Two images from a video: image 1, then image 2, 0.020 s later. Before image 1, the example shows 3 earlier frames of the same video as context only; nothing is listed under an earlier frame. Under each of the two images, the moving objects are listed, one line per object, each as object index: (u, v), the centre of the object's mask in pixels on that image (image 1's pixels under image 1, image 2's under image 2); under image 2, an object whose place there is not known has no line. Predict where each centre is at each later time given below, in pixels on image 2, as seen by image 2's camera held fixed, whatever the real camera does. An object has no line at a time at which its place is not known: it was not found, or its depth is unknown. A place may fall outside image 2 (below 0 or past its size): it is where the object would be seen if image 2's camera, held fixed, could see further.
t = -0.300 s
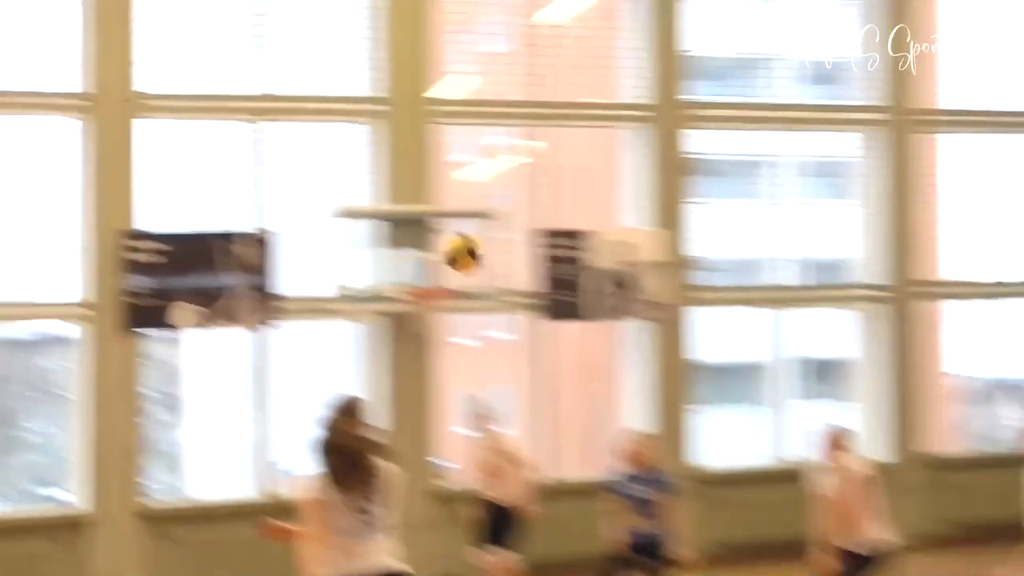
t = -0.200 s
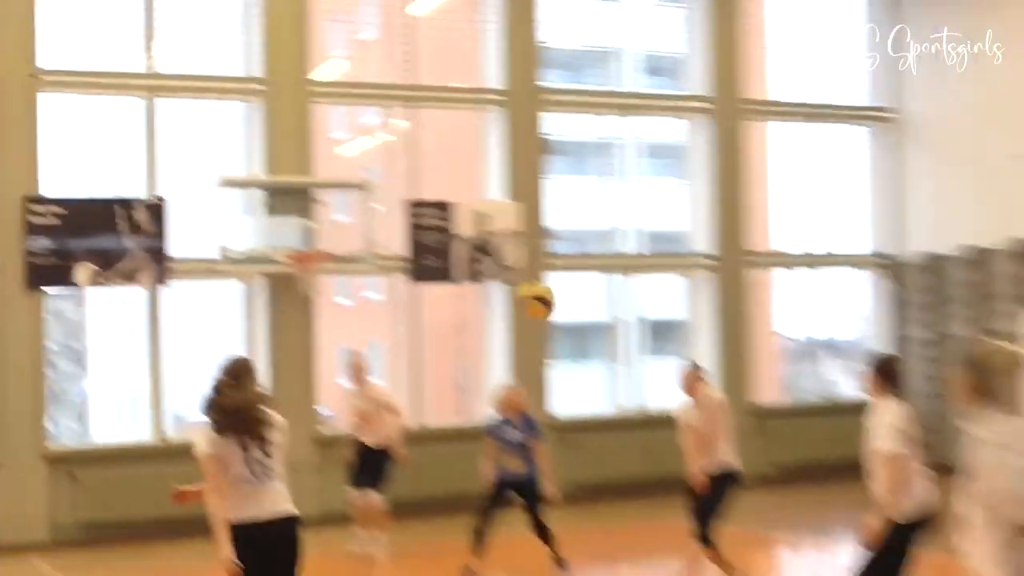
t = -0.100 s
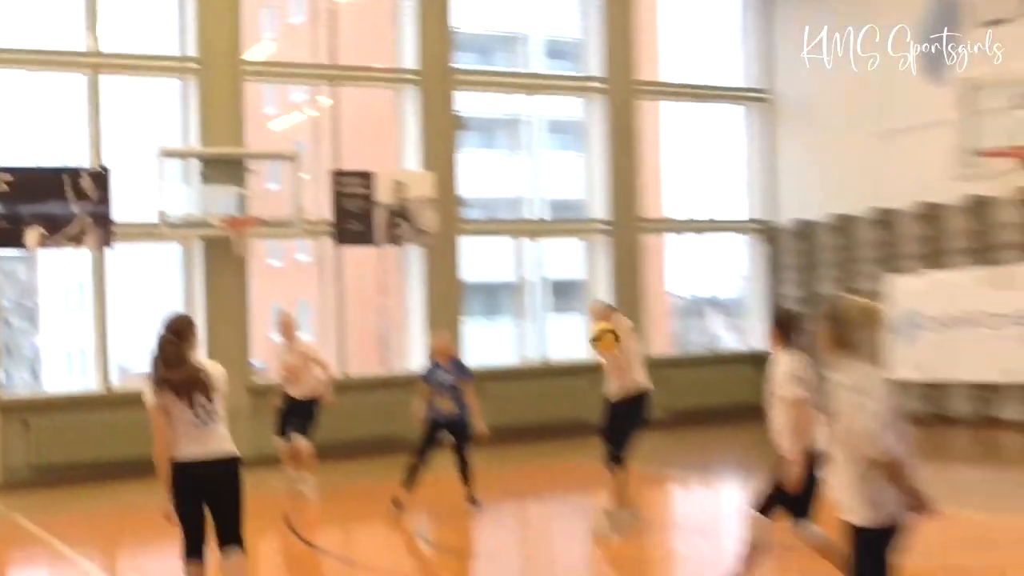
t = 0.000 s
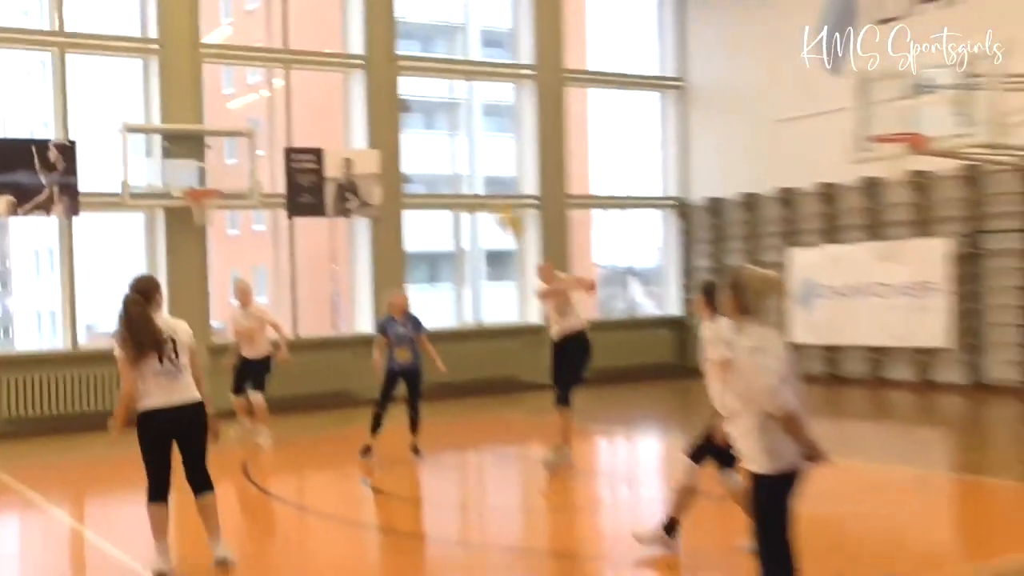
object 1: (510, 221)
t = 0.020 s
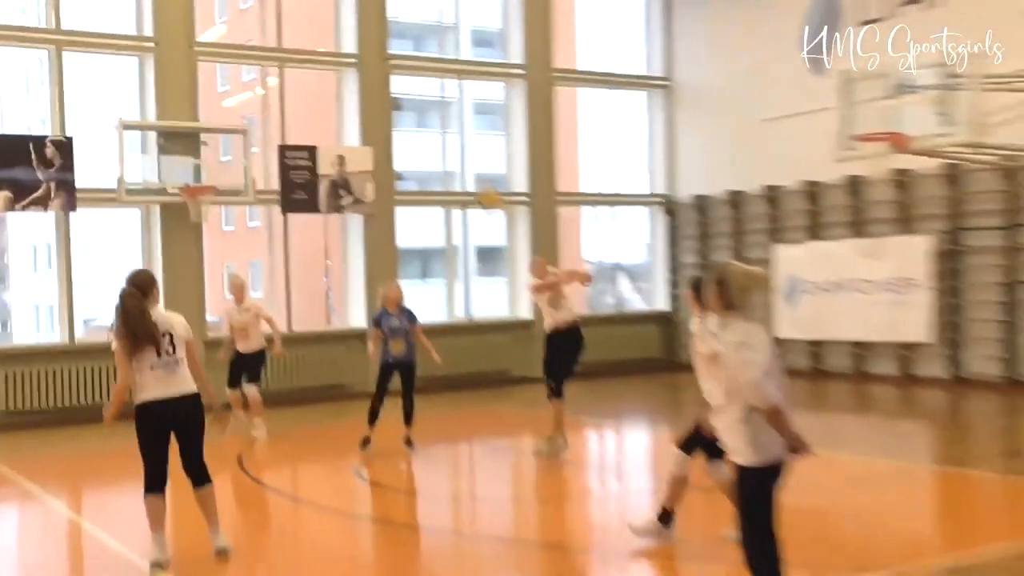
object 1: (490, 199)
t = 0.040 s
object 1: (485, 183)
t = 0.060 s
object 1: (478, 165)
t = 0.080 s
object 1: (471, 149)
